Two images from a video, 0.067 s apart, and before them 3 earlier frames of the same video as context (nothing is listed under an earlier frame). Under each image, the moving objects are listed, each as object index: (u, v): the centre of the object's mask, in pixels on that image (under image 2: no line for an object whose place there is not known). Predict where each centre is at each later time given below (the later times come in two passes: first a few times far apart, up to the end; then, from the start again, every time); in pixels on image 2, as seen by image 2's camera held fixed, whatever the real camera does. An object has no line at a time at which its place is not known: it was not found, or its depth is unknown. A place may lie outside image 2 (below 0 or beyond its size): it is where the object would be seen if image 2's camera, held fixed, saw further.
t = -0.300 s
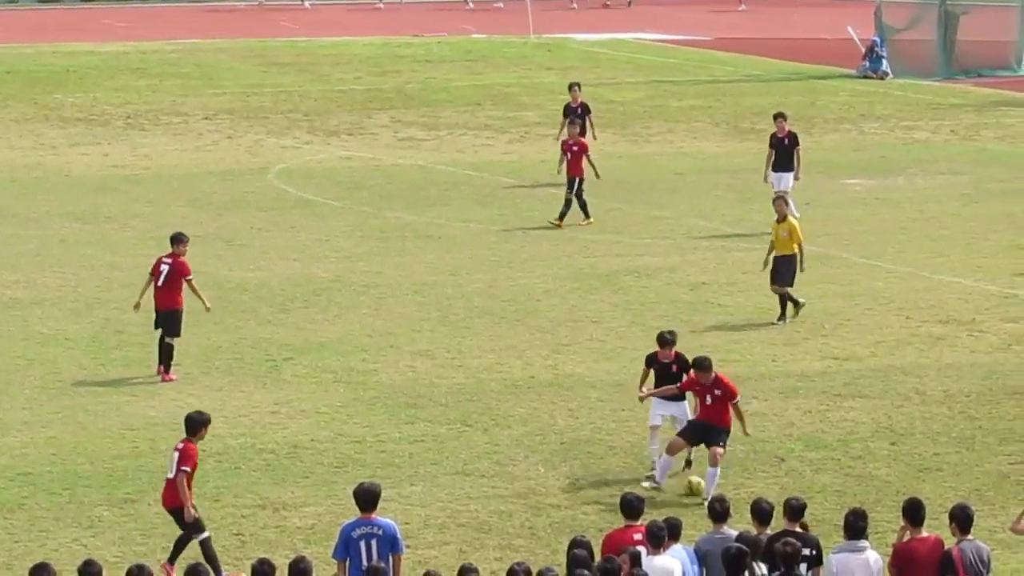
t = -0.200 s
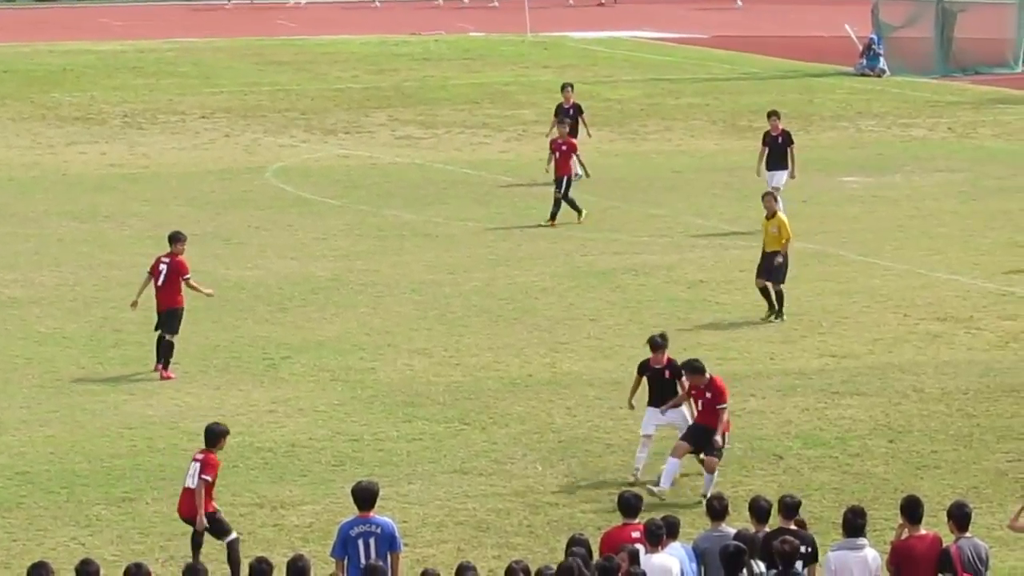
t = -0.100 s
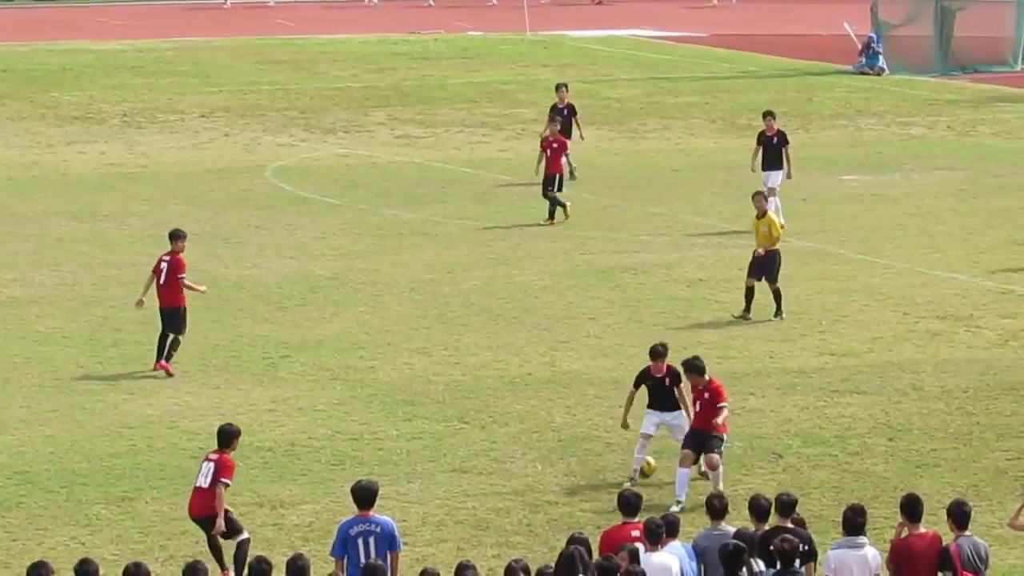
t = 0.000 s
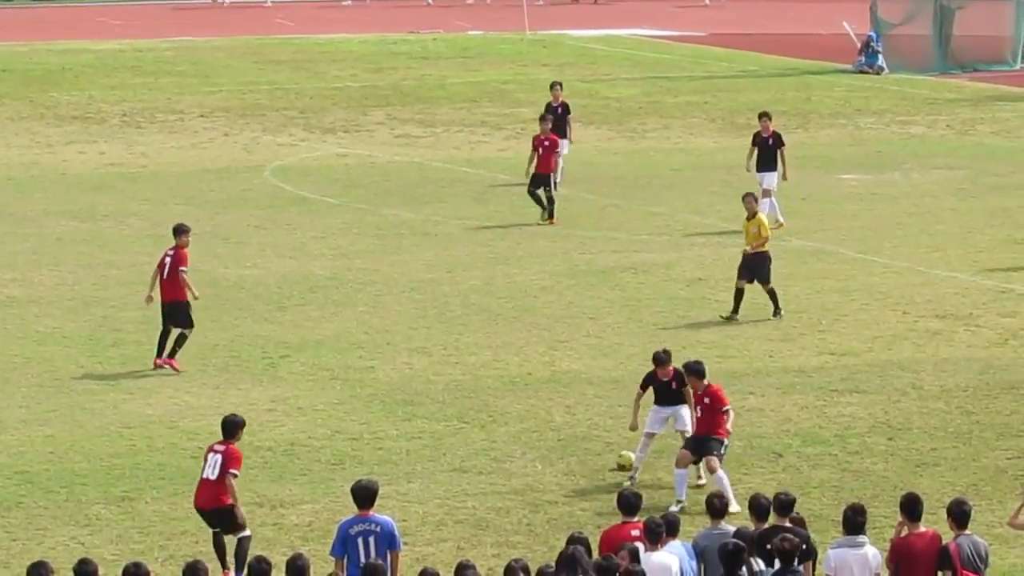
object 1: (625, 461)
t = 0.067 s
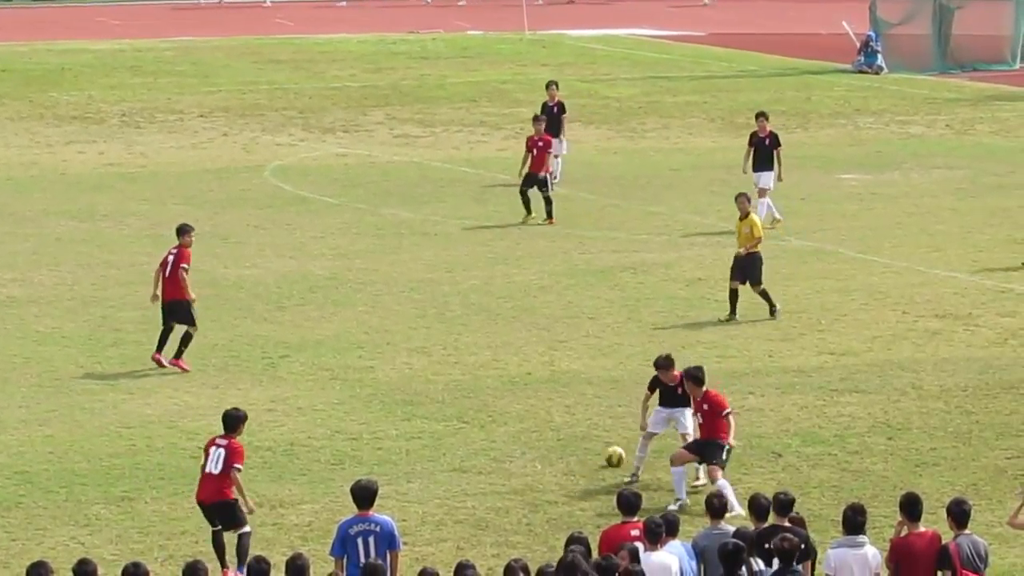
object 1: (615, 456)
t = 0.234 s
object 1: (591, 451)
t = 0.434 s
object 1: (566, 444)
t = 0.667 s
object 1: (541, 437)
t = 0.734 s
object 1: (535, 435)
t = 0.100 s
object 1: (610, 454)
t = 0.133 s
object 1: (605, 453)
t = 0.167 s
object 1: (600, 453)
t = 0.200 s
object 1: (595, 453)
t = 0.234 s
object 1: (591, 451)
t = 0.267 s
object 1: (586, 450)
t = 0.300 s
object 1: (583, 448)
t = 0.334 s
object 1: (578, 448)
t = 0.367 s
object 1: (574, 447)
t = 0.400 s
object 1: (570, 445)
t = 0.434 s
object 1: (566, 444)
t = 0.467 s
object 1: (561, 443)
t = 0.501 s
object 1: (558, 442)
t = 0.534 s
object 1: (554, 442)
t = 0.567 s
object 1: (551, 440)
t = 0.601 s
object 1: (548, 439)
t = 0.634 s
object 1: (544, 438)
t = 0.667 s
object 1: (541, 437)
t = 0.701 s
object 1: (538, 436)
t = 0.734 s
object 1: (535, 435)
